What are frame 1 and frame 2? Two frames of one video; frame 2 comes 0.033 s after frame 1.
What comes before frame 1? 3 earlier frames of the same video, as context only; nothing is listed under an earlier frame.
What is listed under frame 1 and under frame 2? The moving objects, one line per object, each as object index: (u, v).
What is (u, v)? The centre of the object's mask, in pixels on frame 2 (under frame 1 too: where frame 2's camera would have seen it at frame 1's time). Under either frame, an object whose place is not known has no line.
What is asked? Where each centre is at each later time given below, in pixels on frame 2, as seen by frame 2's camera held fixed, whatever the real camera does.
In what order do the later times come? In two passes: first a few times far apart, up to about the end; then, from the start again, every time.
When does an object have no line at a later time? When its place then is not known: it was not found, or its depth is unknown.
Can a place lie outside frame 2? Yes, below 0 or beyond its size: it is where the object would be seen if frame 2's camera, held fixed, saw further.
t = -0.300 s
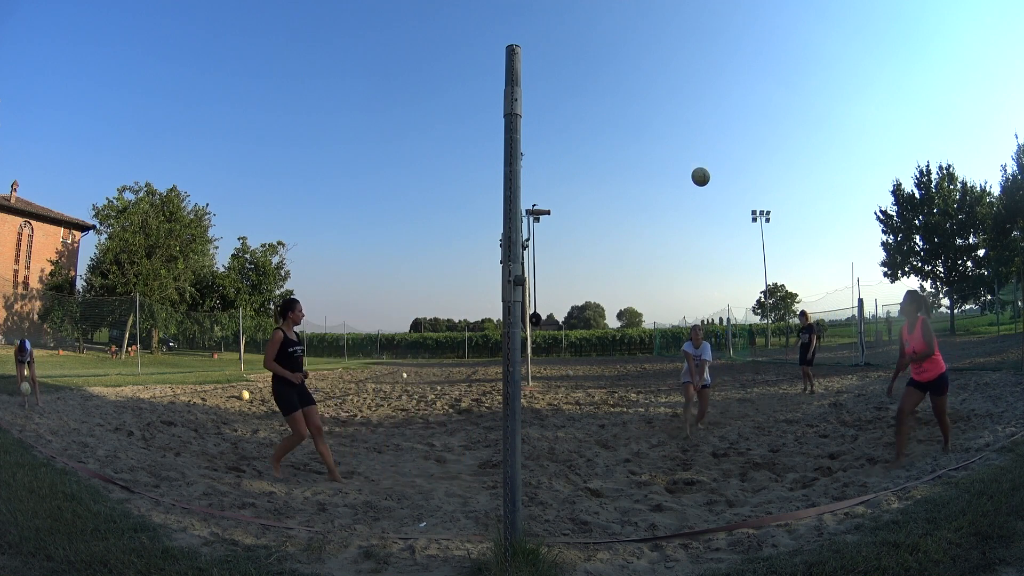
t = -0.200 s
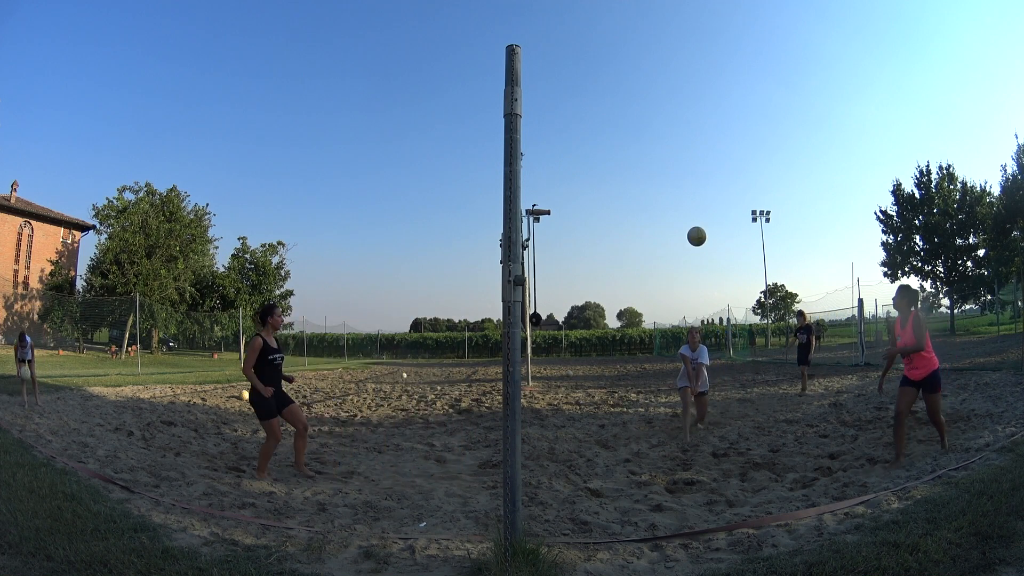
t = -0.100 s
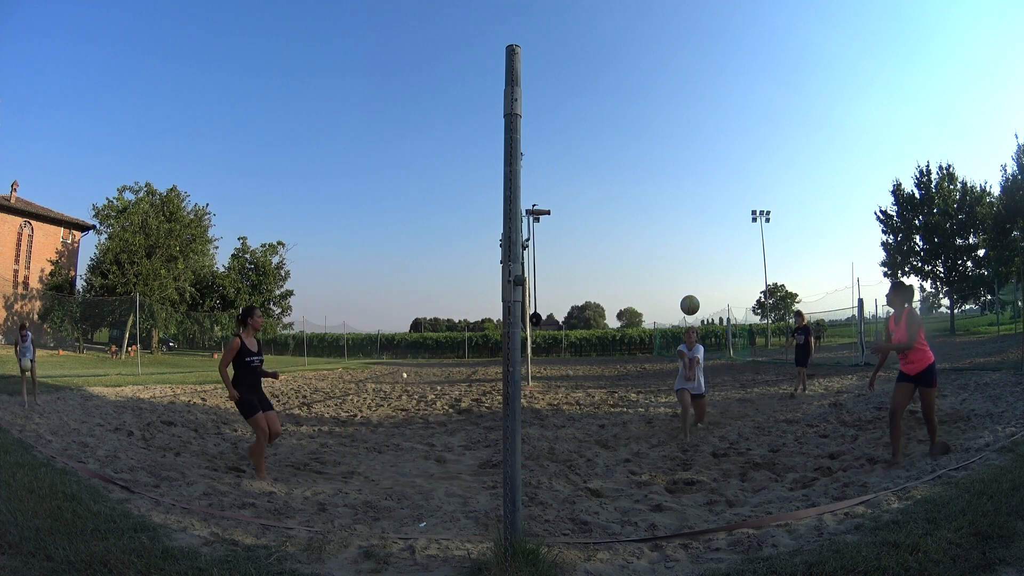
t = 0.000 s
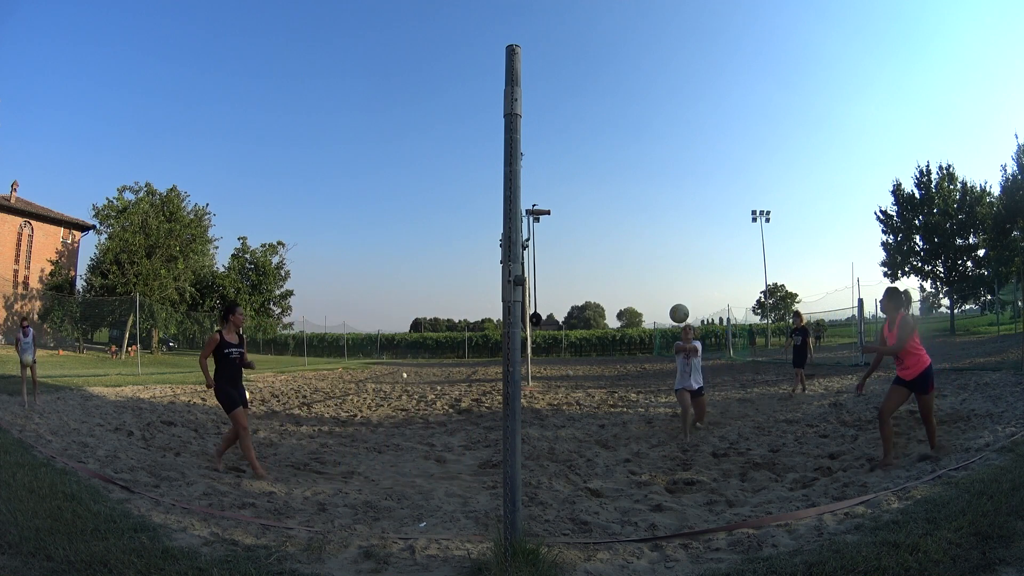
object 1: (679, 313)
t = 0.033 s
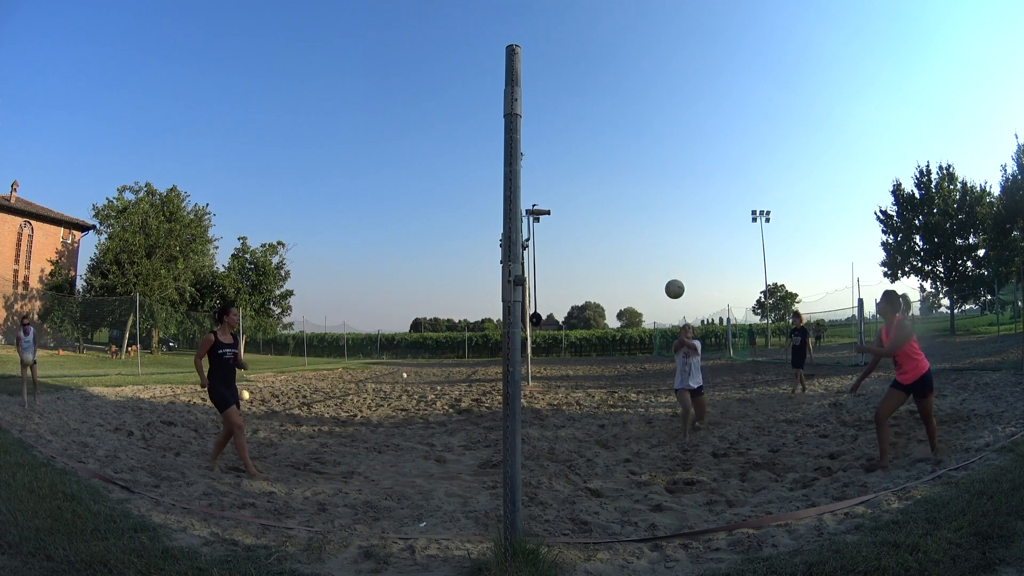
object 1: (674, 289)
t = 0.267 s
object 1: (640, 149)
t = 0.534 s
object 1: (602, 58)
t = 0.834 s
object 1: (565, 23)
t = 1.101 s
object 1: (534, 41)
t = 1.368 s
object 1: (497, 124)
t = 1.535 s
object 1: (476, 227)
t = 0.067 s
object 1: (670, 266)
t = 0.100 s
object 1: (665, 243)
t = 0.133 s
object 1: (660, 222)
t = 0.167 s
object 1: (655, 202)
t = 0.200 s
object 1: (650, 183)
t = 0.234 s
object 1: (645, 165)
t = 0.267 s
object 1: (640, 149)
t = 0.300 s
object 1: (635, 134)
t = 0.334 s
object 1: (630, 120)
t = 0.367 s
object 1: (625, 107)
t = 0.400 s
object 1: (620, 96)
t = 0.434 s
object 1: (615, 85)
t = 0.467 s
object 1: (611, 75)
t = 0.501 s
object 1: (606, 66)
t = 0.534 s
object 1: (602, 58)
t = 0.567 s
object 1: (597, 51)
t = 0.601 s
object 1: (593, 45)
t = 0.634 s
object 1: (589, 40)
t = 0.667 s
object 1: (585, 35)
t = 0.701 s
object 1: (581, 31)
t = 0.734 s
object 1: (577, 28)
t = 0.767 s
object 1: (573, 25)
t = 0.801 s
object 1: (569, 24)
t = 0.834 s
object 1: (565, 23)
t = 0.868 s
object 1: (561, 22)
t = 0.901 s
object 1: (557, 23)
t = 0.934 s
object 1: (553, 24)
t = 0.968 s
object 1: (550, 26)
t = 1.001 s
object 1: (546, 28)
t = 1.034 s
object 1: (542, 32)
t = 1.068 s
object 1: (538, 36)
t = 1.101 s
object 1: (534, 41)
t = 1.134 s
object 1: (531, 47)
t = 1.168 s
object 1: (528, 54)
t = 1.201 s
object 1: (526, 63)
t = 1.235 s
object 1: (524, 72)
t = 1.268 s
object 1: (522, 83)
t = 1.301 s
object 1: (501, 95)
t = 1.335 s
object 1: (499, 109)
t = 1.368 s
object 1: (497, 124)
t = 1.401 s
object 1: (494, 141)
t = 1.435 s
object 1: (491, 159)
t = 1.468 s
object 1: (486, 180)
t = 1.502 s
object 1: (481, 202)
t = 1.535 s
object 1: (476, 227)
